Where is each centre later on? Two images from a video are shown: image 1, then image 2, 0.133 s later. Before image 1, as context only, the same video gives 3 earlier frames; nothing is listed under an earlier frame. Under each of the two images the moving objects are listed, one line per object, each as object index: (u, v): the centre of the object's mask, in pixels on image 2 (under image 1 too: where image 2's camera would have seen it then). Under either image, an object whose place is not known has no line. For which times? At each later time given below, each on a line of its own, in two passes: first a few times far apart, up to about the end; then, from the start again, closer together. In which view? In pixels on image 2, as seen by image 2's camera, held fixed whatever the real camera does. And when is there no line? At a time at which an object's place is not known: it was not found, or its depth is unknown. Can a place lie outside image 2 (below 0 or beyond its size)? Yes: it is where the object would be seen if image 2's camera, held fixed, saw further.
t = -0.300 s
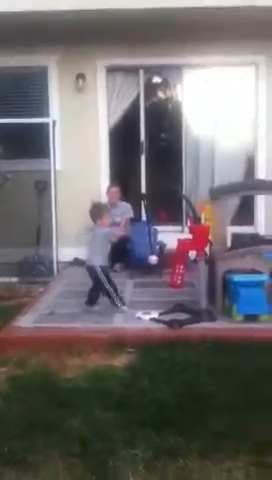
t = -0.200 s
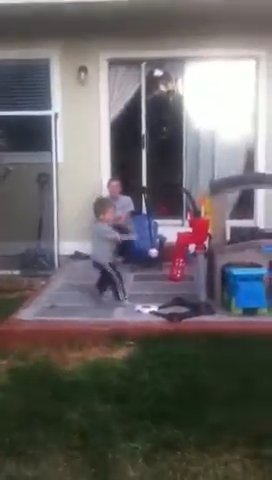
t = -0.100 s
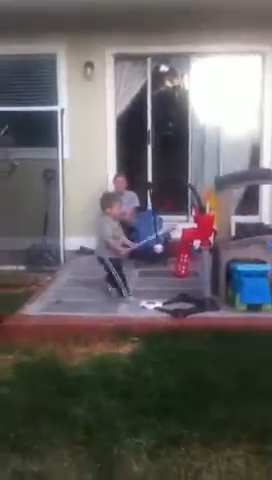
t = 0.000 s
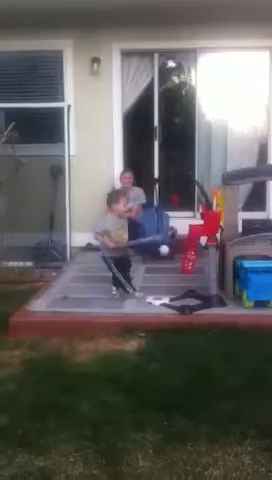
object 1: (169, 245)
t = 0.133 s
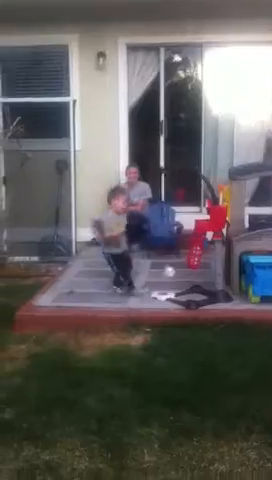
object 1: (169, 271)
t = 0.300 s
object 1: (168, 351)
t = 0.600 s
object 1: (157, 371)
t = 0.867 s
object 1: (148, 416)
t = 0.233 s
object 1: (168, 312)
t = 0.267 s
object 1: (168, 331)
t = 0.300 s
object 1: (168, 351)
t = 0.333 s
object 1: (167, 366)
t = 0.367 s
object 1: (166, 362)
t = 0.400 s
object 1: (164, 359)
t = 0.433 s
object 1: (163, 358)
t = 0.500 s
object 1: (161, 359)
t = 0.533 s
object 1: (160, 361)
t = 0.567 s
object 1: (158, 365)
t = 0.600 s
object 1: (157, 371)
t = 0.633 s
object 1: (155, 380)
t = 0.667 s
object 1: (154, 390)
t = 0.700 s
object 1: (153, 401)
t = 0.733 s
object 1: (151, 405)
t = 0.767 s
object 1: (150, 406)
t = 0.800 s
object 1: (149, 407)
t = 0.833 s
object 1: (148, 410)
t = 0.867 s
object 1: (148, 416)
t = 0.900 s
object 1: (147, 424)
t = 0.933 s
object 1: (145, 432)
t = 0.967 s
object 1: (143, 433)
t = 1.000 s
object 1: (142, 436)
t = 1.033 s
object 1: (140, 439)
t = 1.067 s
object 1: (138, 444)
